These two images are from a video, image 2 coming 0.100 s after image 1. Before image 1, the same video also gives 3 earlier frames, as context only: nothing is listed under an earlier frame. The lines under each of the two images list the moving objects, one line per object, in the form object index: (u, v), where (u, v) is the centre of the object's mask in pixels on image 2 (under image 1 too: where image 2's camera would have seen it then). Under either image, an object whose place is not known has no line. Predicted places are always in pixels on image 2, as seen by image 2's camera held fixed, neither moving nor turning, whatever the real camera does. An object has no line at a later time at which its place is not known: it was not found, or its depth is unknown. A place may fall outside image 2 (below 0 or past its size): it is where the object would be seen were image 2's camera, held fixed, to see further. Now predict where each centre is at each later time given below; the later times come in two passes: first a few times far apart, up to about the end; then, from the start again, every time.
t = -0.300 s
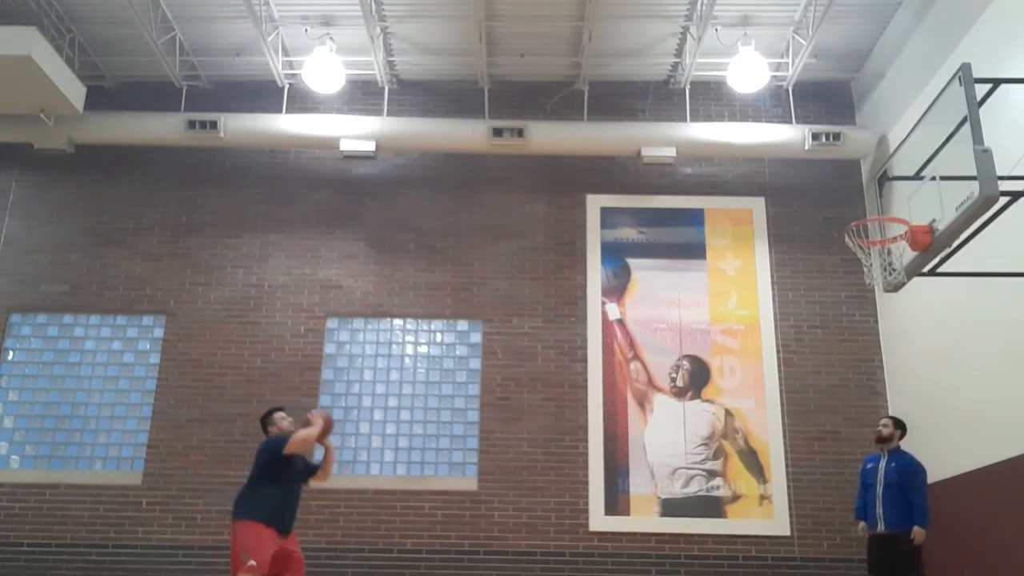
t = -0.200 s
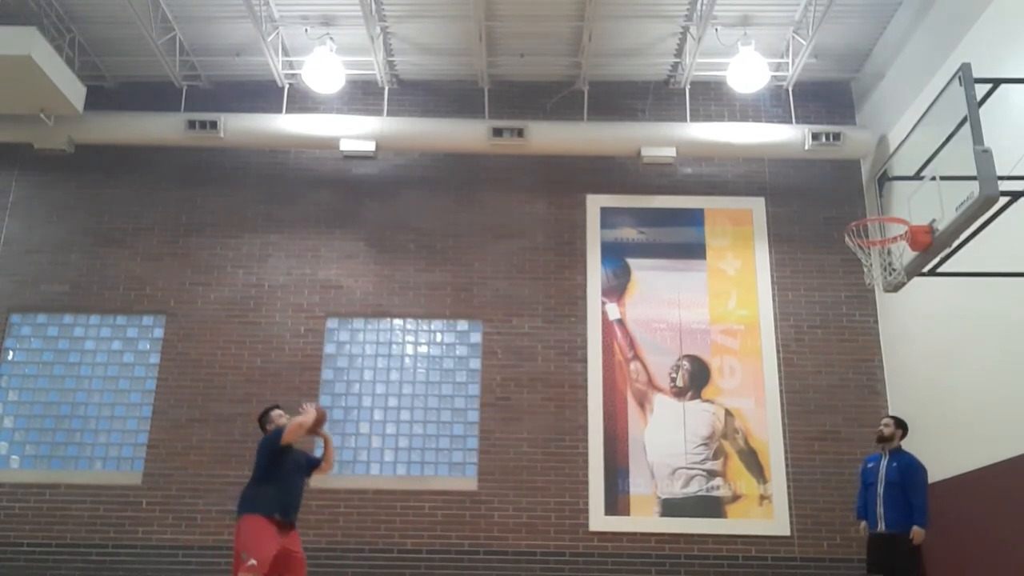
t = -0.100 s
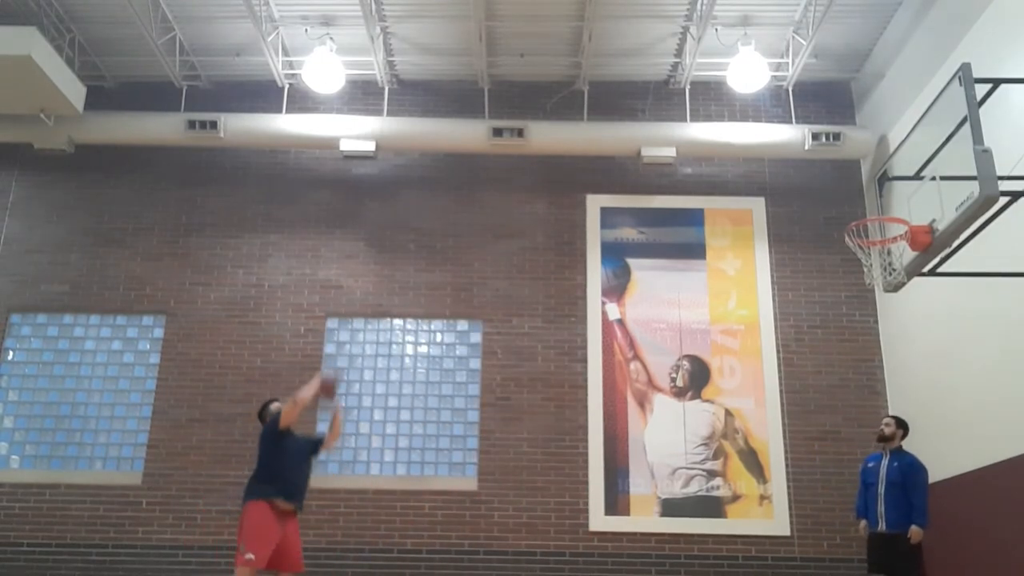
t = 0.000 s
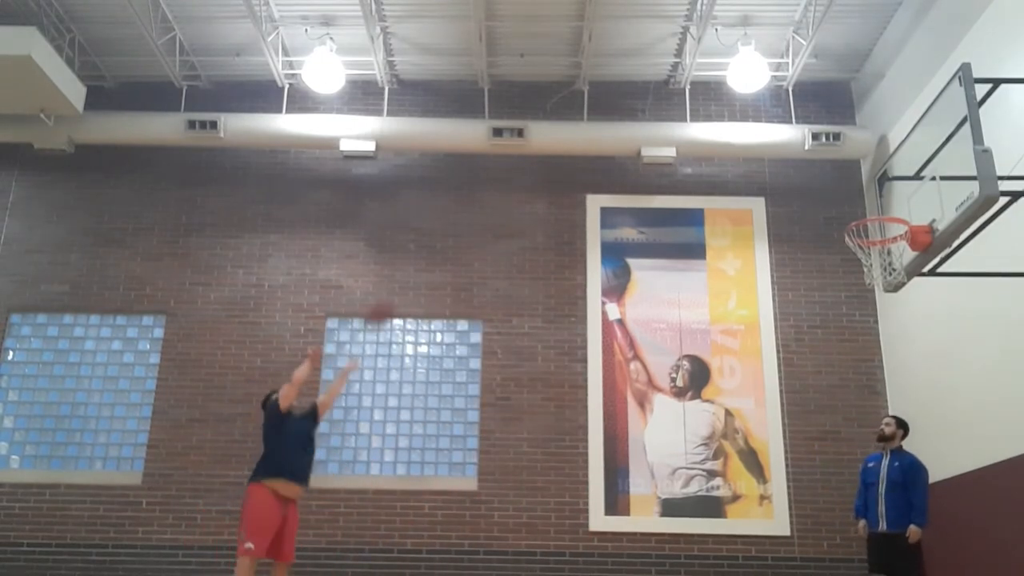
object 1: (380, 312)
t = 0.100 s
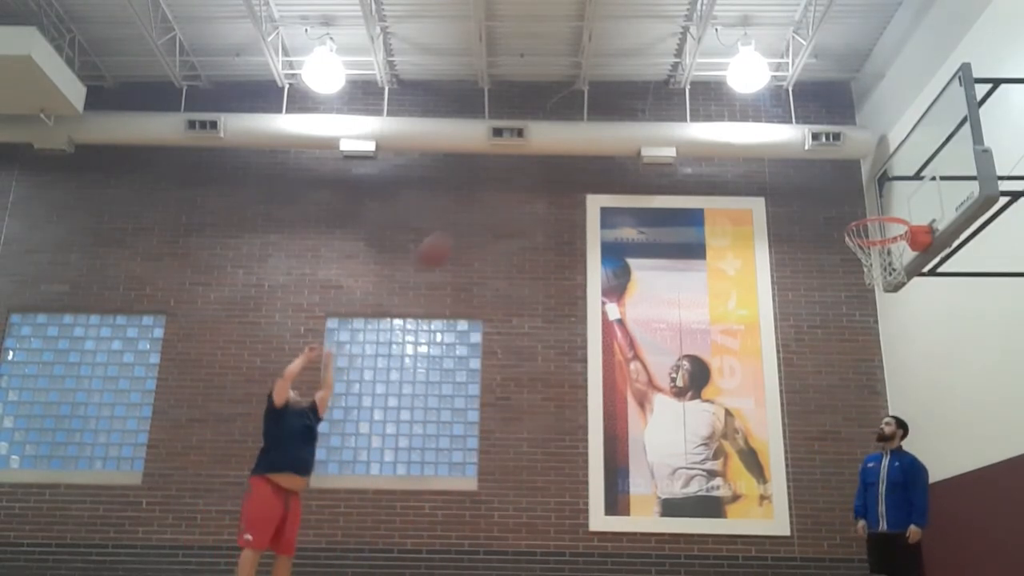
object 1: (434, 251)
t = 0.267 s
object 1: (523, 175)
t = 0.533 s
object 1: (661, 110)
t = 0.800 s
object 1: (804, 116)
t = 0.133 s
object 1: (452, 232)
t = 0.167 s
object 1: (469, 216)
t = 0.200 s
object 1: (488, 201)
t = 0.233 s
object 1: (506, 187)
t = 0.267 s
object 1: (523, 175)
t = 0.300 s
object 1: (540, 166)
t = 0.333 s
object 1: (559, 156)
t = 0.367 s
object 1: (575, 143)
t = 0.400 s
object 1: (591, 135)
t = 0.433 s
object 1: (610, 125)
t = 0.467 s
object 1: (625, 119)
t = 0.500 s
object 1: (643, 113)
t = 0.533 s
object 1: (661, 110)
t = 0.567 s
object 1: (676, 108)
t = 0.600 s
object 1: (699, 105)
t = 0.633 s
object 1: (713, 106)
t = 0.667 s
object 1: (731, 106)
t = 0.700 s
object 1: (746, 109)
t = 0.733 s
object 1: (768, 108)
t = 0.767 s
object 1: (780, 111)
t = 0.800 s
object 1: (804, 116)
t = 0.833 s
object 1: (822, 123)
